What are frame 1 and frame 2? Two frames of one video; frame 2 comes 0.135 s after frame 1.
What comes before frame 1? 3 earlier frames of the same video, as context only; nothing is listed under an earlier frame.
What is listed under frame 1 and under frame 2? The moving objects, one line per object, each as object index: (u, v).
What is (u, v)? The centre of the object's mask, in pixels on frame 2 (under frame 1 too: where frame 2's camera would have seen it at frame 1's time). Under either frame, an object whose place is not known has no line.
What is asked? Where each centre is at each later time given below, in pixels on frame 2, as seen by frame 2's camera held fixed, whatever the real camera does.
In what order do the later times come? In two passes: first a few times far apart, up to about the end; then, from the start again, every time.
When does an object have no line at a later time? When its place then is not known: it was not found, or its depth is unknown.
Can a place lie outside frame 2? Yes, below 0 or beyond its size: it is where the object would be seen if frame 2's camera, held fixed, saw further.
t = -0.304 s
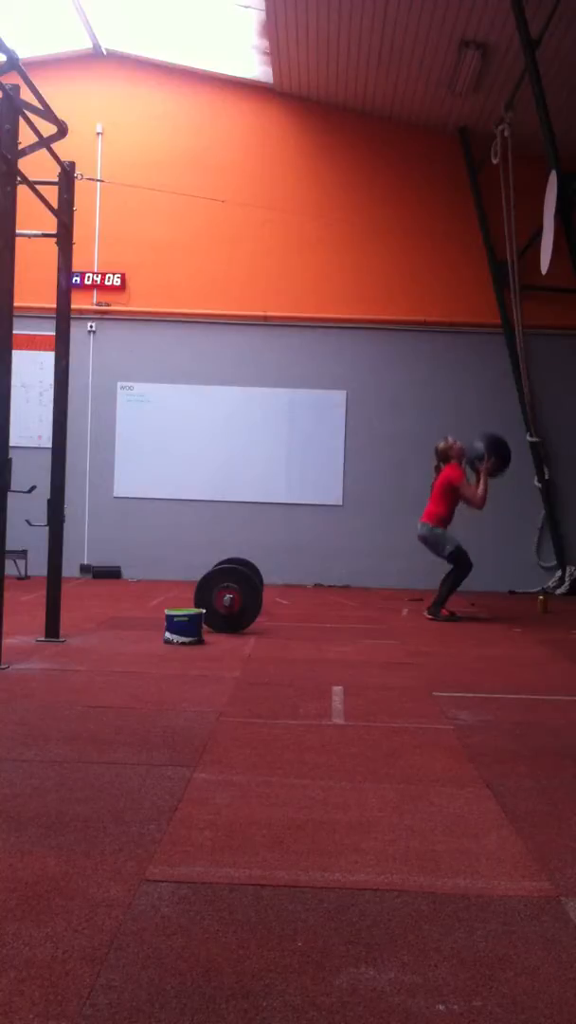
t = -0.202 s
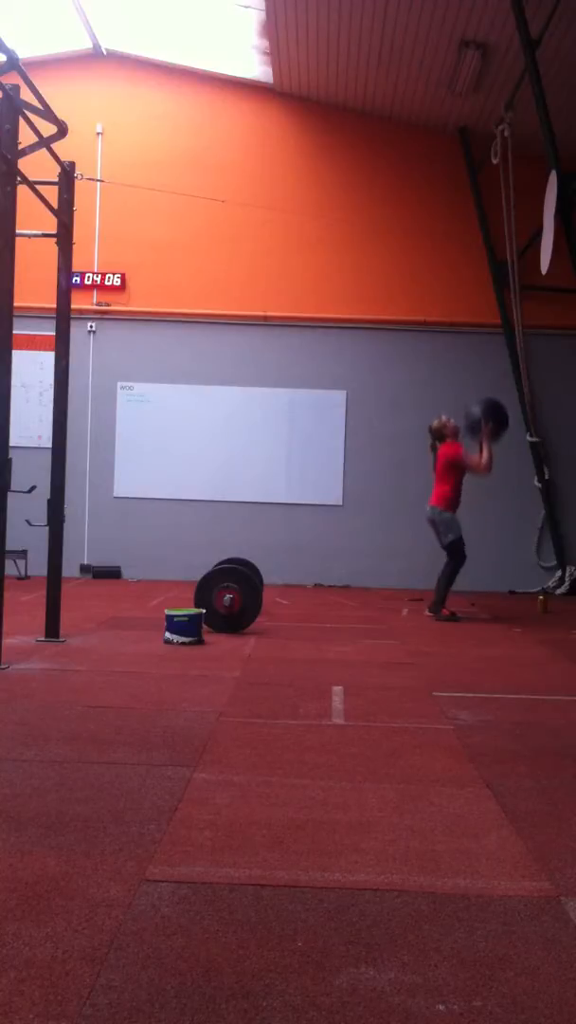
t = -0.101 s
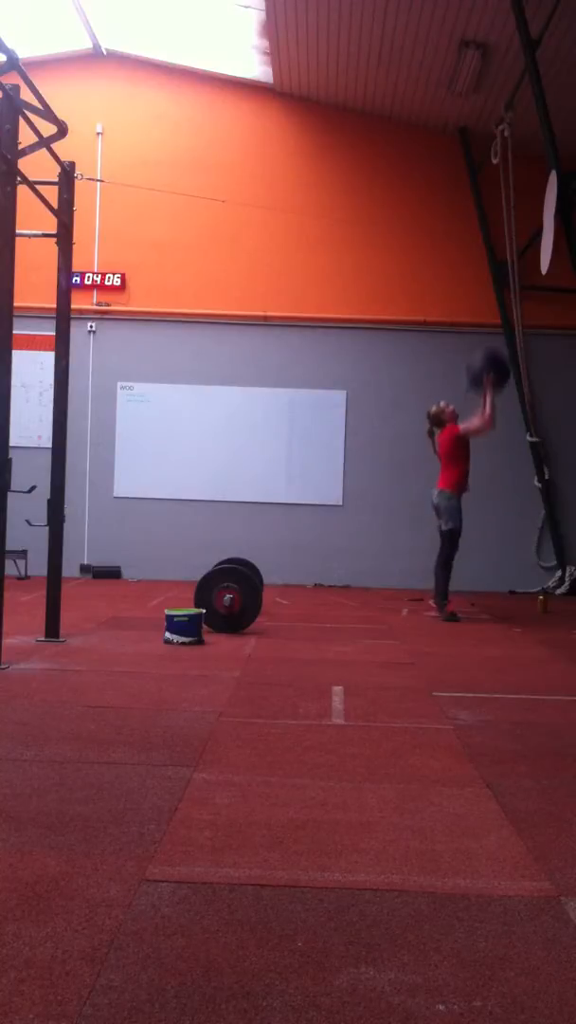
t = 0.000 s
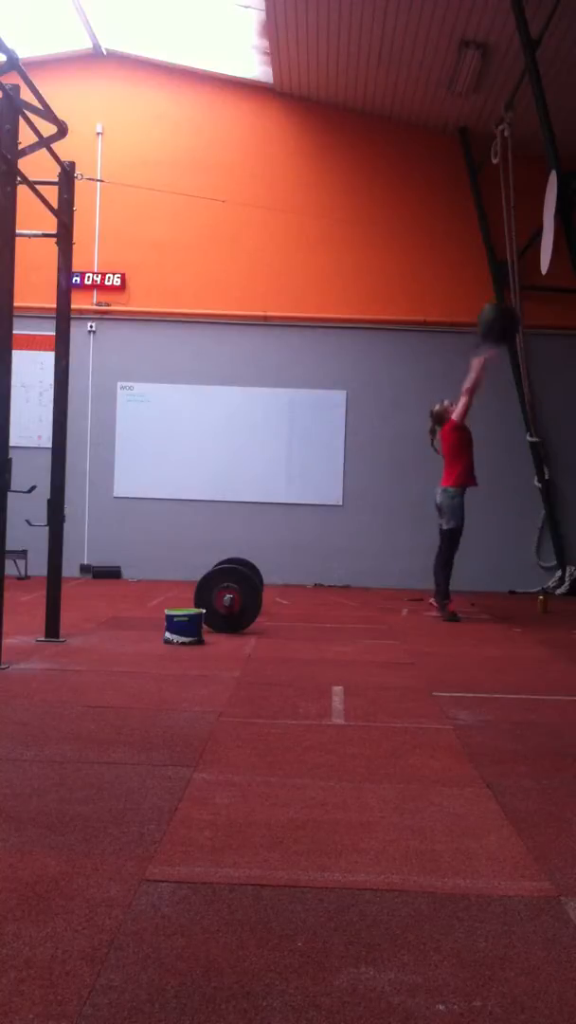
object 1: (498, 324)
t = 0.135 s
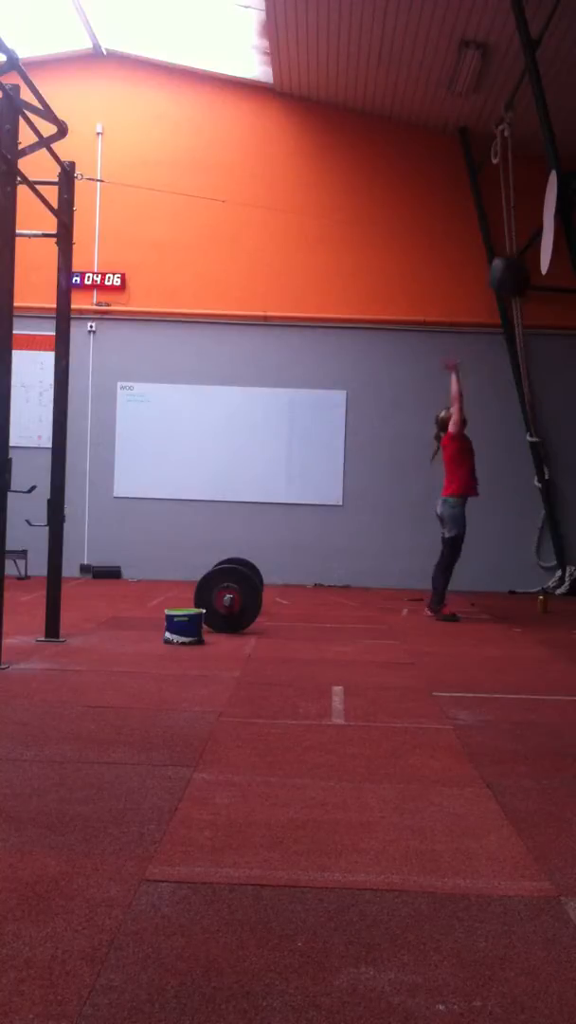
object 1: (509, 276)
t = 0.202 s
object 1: (514, 261)
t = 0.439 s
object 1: (525, 250)
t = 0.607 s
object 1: (516, 283)
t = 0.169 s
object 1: (510, 268)
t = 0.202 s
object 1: (514, 261)
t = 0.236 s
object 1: (518, 256)
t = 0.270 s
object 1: (519, 254)
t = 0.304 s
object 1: (523, 251)
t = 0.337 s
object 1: (526, 249)
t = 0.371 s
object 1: (526, 249)
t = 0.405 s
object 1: (526, 248)
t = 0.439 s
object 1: (525, 250)
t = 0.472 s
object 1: (523, 253)
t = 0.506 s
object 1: (522, 257)
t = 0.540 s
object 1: (521, 263)
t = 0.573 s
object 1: (517, 274)
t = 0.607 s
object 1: (516, 283)
